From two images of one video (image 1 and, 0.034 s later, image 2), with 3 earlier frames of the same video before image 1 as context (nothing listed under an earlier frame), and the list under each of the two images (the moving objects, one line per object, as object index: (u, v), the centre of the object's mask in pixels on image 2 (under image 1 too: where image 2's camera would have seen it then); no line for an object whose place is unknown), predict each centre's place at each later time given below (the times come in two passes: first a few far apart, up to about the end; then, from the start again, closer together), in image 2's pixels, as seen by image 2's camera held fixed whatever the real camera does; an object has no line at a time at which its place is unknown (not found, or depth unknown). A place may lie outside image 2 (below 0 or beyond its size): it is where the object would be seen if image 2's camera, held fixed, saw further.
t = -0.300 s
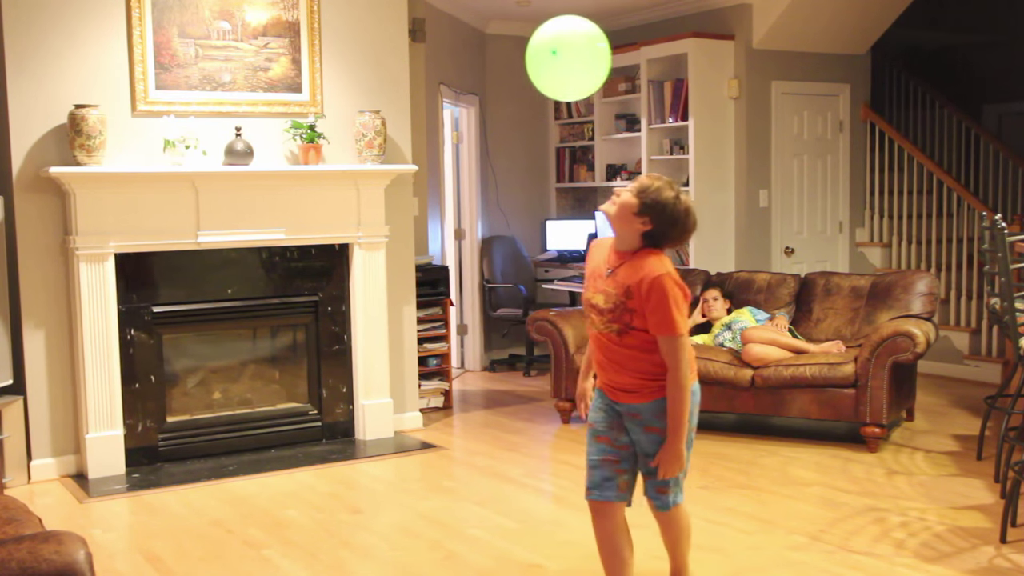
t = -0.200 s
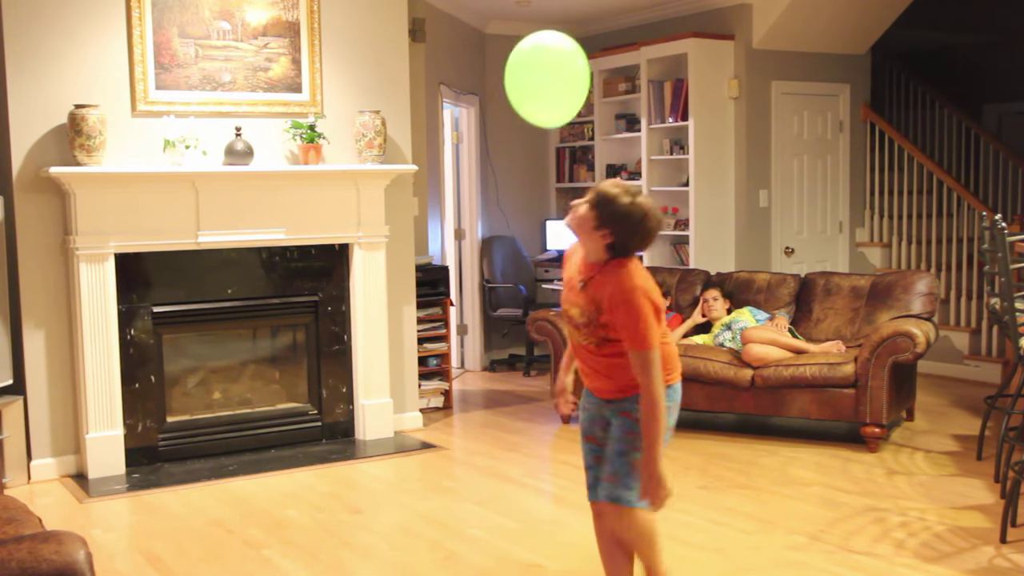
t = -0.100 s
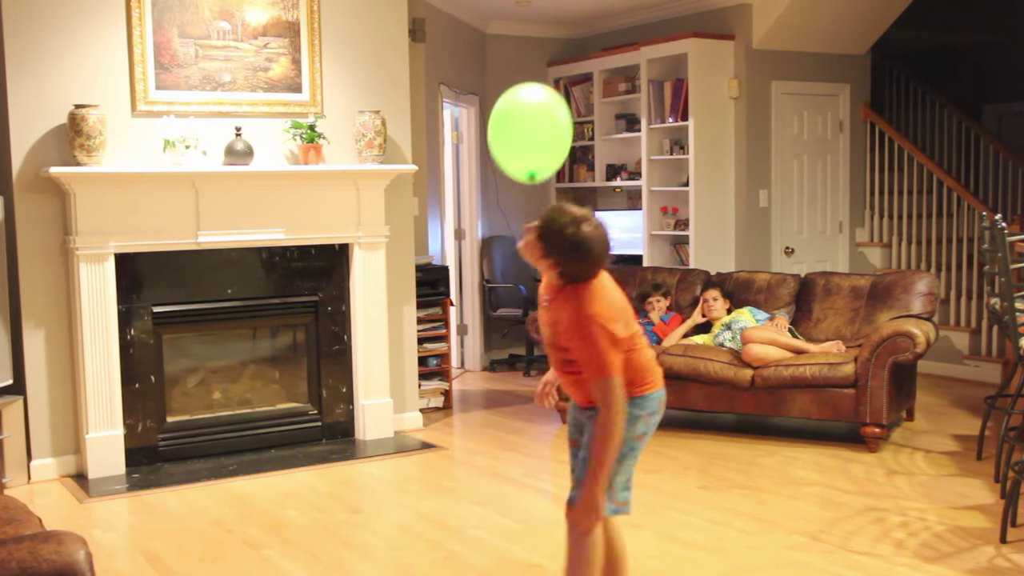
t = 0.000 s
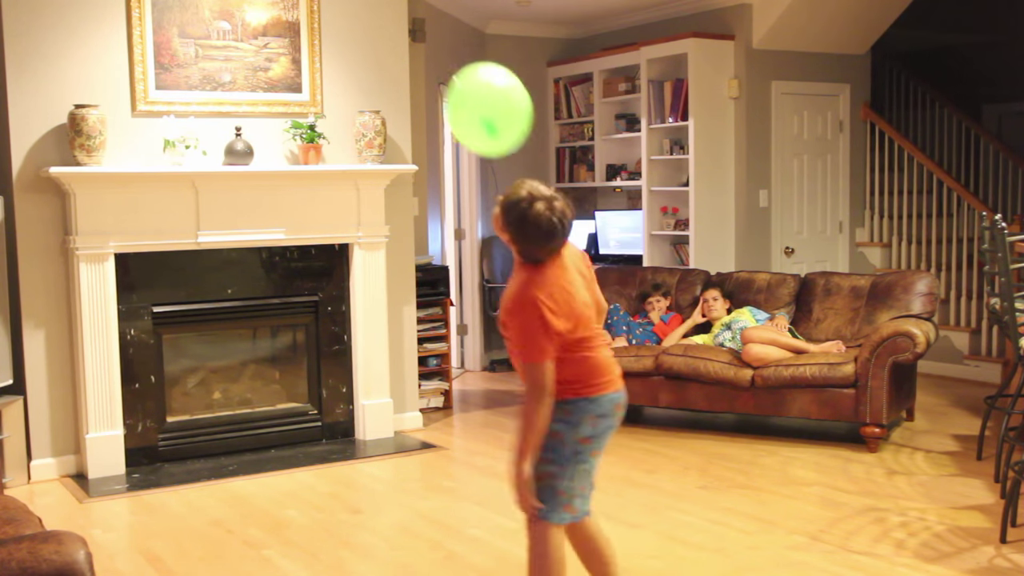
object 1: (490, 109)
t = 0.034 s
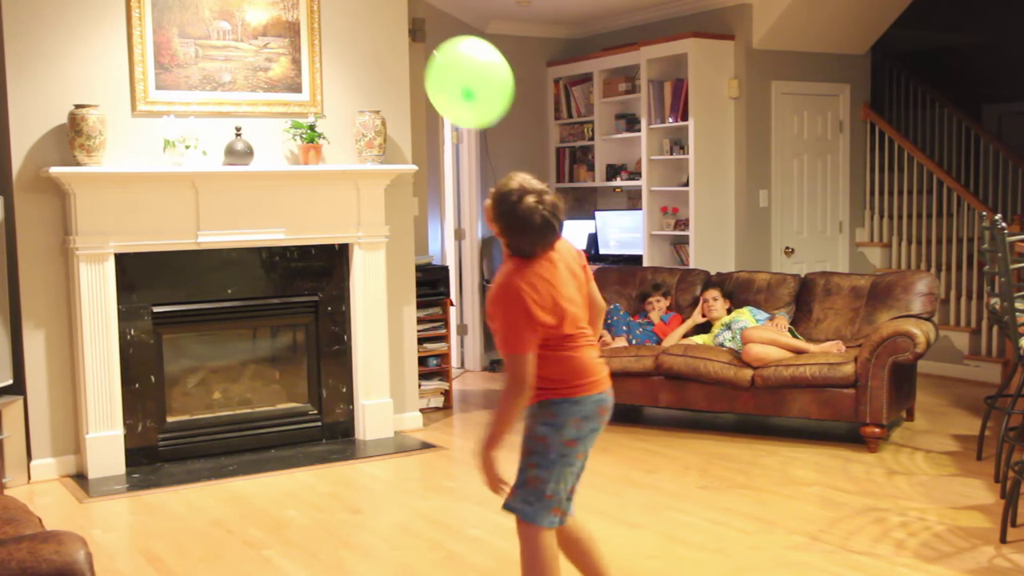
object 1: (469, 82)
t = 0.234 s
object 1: (384, 21)
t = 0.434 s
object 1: (339, 60)
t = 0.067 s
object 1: (453, 59)
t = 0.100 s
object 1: (436, 42)
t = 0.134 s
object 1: (422, 32)
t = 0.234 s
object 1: (384, 21)
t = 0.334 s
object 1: (356, 29)
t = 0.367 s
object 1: (350, 35)
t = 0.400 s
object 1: (344, 43)
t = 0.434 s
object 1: (339, 60)
